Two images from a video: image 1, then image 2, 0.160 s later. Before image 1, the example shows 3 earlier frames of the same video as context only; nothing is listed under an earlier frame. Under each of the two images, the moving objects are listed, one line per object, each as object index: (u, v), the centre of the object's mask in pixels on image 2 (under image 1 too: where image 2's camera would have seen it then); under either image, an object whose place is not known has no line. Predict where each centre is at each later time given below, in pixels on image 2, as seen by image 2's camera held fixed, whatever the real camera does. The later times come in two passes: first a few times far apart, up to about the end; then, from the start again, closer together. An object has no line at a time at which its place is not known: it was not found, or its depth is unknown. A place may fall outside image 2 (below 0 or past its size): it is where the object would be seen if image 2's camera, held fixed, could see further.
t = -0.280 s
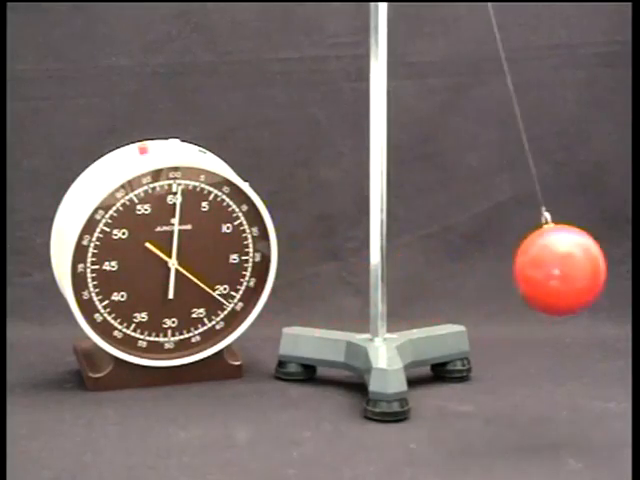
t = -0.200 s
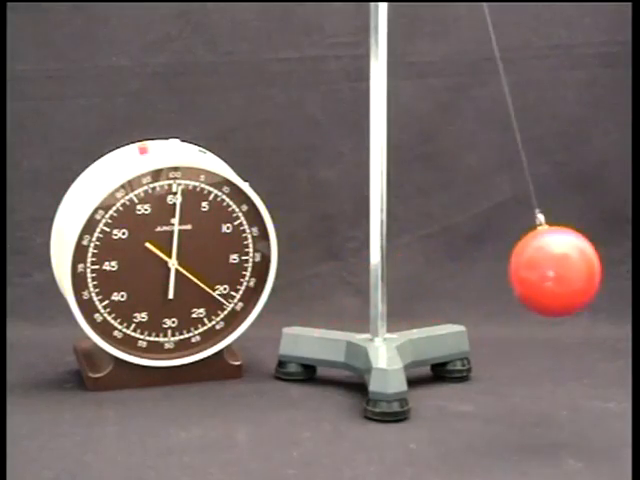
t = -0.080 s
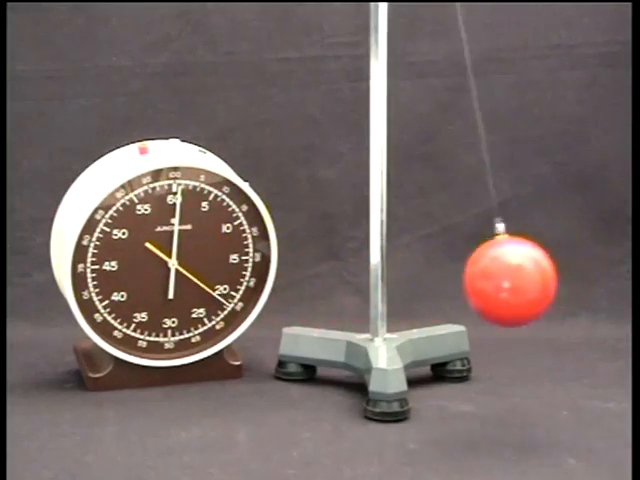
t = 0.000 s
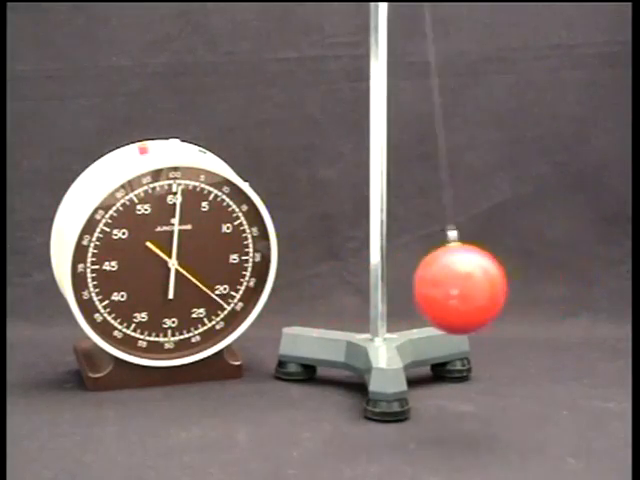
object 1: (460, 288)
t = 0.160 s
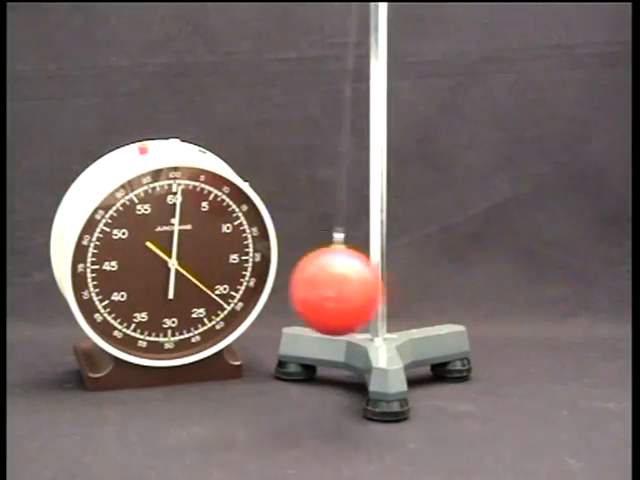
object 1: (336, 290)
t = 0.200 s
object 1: (307, 287)
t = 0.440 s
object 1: (189, 261)
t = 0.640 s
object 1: (218, 269)
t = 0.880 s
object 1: (377, 291)
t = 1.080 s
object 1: (515, 279)
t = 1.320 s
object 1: (551, 272)
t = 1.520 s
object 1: (450, 289)
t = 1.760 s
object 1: (270, 281)
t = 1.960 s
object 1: (189, 261)
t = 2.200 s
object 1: (245, 276)
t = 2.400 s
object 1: (387, 290)
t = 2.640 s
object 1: (536, 275)
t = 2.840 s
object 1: (546, 273)
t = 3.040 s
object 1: (440, 290)
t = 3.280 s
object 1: (263, 280)
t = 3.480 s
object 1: (189, 262)
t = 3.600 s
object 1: (201, 265)
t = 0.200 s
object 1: (307, 287)
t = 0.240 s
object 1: (278, 283)
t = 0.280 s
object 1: (252, 278)
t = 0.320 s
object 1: (229, 272)
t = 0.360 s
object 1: (212, 268)
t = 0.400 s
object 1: (198, 264)
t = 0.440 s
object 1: (189, 261)
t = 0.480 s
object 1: (185, 260)
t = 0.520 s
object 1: (185, 261)
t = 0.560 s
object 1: (191, 262)
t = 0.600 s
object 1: (202, 265)
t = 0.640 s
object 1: (218, 269)
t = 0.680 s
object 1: (237, 273)
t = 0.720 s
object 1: (260, 279)
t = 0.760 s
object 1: (287, 283)
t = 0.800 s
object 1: (316, 287)
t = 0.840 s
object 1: (345, 289)
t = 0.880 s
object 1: (377, 291)
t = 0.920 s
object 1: (408, 290)
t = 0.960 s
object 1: (439, 289)
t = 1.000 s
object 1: (467, 286)
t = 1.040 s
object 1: (493, 283)
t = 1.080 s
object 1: (515, 279)
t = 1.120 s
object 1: (533, 275)
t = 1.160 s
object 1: (546, 273)
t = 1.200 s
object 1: (555, 270)
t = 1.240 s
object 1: (559, 270)
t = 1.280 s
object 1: (557, 270)
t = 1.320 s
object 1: (551, 272)
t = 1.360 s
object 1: (539, 275)
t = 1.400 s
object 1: (522, 278)
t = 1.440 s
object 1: (502, 282)
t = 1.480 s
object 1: (478, 285)
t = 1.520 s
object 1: (450, 289)
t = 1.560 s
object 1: (421, 290)
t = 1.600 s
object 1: (389, 292)
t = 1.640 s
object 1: (357, 291)
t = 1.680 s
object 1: (326, 289)
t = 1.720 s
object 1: (298, 286)
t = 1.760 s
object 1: (270, 281)
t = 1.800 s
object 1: (246, 277)
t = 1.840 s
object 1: (224, 271)
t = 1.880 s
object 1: (208, 268)
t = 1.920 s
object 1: (196, 264)
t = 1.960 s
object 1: (189, 261)
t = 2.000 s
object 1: (187, 261)
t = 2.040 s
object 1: (189, 261)
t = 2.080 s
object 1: (196, 263)
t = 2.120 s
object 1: (208, 266)
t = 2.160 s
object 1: (224, 270)
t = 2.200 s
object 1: (245, 276)
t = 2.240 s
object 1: (269, 280)
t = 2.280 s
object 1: (297, 285)
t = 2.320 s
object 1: (324, 288)
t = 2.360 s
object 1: (355, 290)
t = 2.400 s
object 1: (387, 290)
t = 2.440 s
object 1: (418, 290)
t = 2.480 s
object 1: (447, 288)
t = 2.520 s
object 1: (475, 285)
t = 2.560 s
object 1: (499, 282)
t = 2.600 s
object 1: (520, 278)
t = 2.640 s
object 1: (536, 275)
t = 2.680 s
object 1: (548, 272)
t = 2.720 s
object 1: (554, 271)
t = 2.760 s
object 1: (556, 270)
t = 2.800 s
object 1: (554, 271)
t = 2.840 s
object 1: (546, 273)
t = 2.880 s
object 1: (532, 276)
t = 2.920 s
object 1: (515, 279)
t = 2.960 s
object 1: (493, 283)
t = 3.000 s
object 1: (468, 287)
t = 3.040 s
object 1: (440, 290)
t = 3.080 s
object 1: (410, 291)
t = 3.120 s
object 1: (379, 292)
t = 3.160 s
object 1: (348, 290)
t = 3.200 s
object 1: (318, 288)
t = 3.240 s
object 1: (290, 285)
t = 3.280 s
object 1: (263, 280)
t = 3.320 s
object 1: (240, 275)
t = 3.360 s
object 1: (221, 270)
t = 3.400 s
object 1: (206, 267)
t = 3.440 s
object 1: (196, 264)
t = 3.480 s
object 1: (189, 262)
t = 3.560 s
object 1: (193, 263)
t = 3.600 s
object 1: (201, 265)
